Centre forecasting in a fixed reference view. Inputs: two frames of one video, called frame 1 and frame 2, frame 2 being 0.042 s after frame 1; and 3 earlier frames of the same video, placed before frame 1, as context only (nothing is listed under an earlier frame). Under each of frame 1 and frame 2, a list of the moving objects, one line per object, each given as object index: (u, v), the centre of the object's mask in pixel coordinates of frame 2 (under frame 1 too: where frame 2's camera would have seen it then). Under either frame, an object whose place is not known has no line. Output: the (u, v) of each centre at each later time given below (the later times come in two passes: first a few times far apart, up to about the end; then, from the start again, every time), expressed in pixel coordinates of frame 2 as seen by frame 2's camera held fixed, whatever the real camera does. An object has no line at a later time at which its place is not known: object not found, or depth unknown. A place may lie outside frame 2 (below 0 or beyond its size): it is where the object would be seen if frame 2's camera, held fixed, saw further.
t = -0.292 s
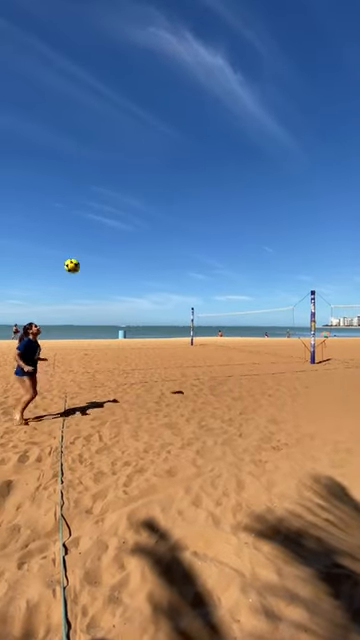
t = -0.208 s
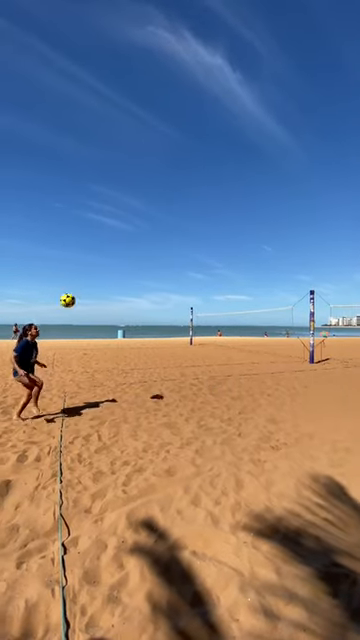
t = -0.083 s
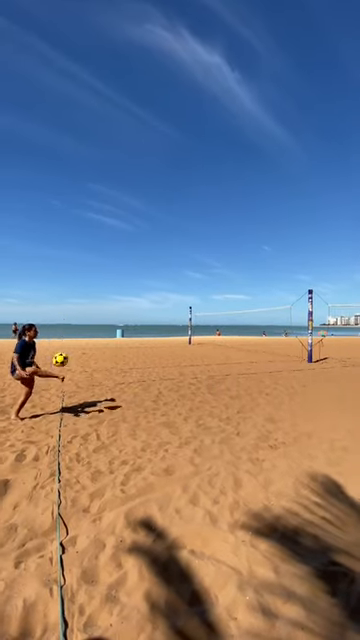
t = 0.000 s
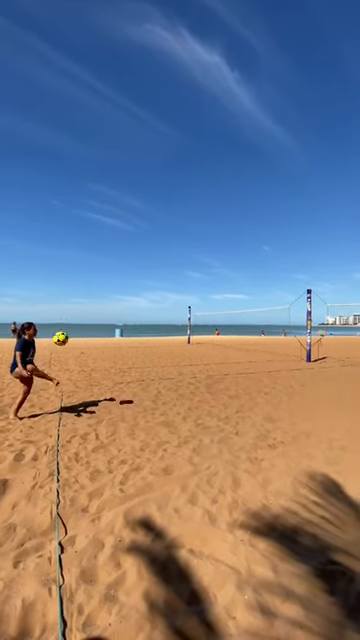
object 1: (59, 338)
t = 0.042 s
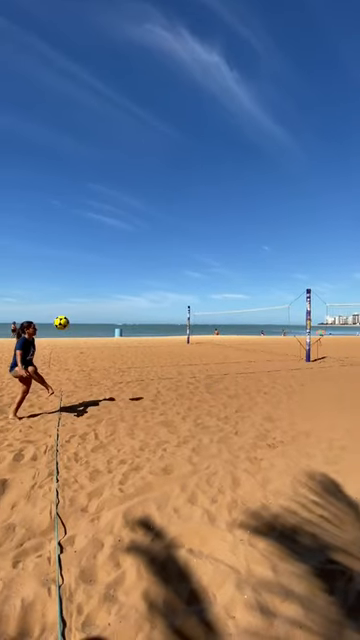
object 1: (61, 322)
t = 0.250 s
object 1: (67, 262)
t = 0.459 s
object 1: (73, 230)
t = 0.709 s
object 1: (79, 228)
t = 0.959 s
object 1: (84, 260)
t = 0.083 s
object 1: (62, 307)
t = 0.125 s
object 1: (64, 294)
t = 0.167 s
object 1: (65, 282)
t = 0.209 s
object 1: (66, 271)
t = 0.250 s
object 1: (67, 262)
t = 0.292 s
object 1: (68, 253)
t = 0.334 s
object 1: (69, 246)
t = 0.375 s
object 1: (70, 239)
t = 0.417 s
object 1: (72, 234)
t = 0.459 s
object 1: (73, 230)
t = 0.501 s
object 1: (74, 227)
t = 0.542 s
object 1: (75, 225)
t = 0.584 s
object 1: (76, 224)
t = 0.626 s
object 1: (77, 225)
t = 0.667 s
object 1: (78, 225)
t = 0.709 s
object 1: (79, 228)
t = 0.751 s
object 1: (80, 231)
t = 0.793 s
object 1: (81, 235)
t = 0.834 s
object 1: (82, 240)
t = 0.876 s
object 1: (83, 246)
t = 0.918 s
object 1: (84, 253)
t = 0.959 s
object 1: (84, 260)
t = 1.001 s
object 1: (85, 269)
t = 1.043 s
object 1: (86, 278)
